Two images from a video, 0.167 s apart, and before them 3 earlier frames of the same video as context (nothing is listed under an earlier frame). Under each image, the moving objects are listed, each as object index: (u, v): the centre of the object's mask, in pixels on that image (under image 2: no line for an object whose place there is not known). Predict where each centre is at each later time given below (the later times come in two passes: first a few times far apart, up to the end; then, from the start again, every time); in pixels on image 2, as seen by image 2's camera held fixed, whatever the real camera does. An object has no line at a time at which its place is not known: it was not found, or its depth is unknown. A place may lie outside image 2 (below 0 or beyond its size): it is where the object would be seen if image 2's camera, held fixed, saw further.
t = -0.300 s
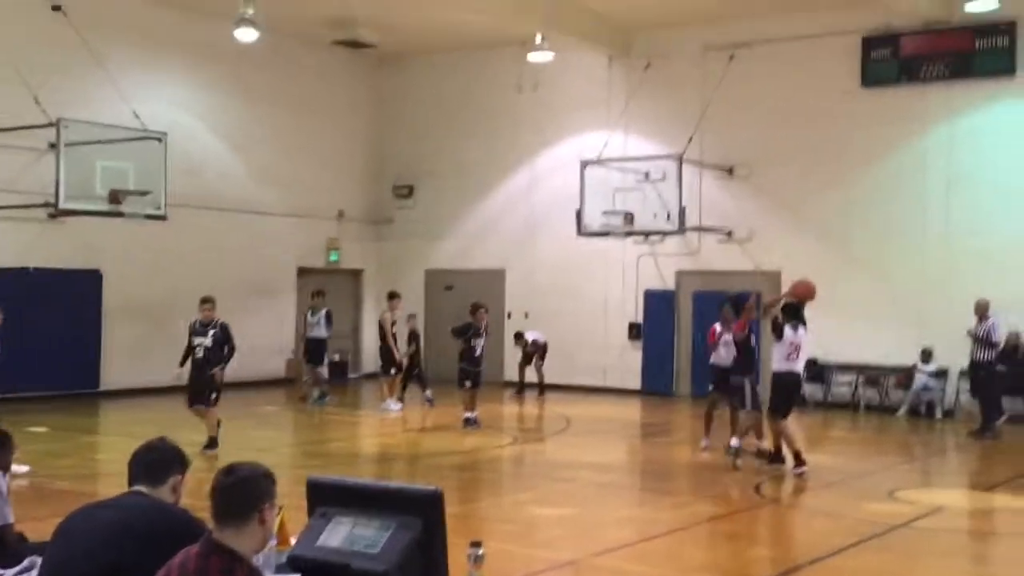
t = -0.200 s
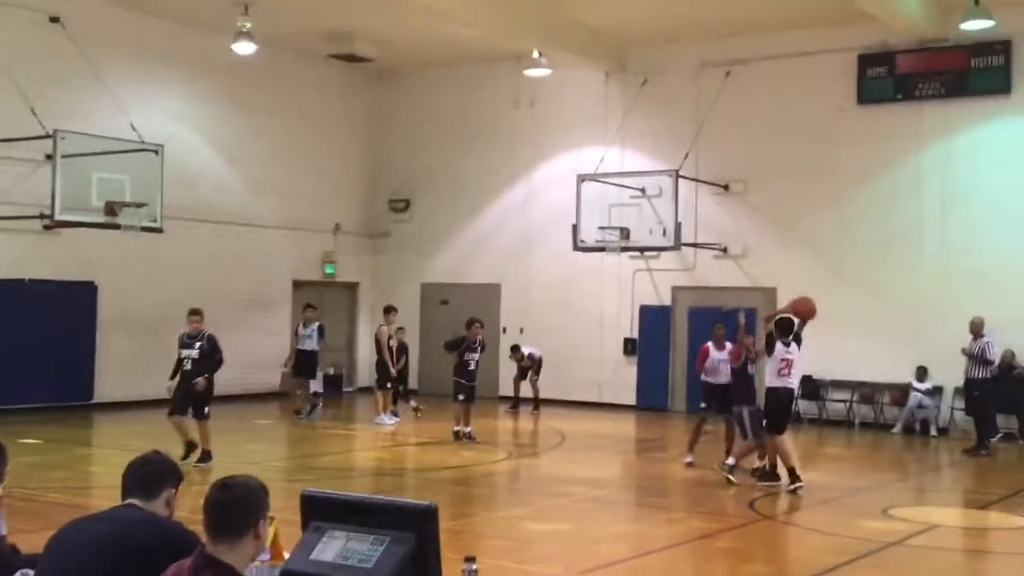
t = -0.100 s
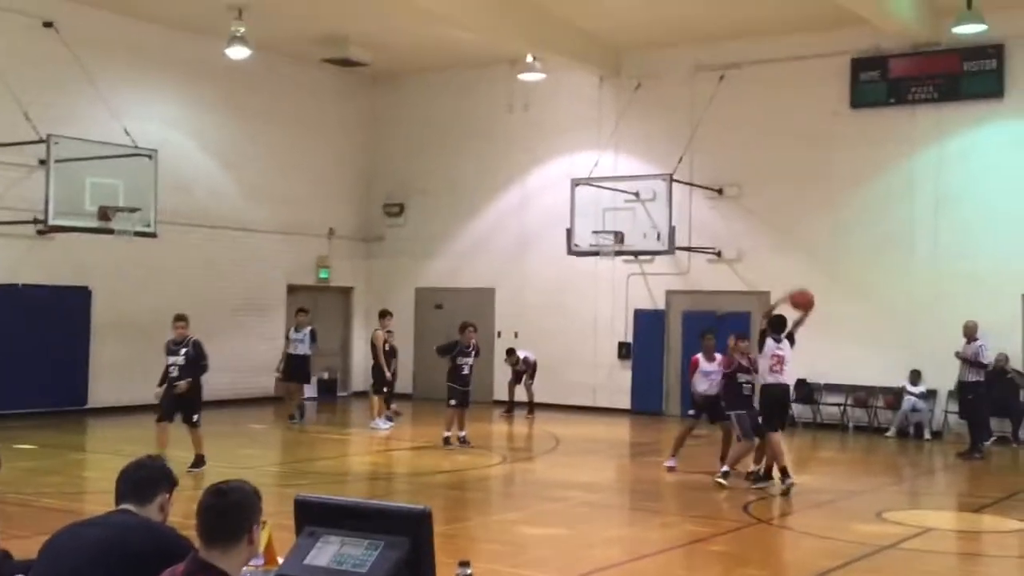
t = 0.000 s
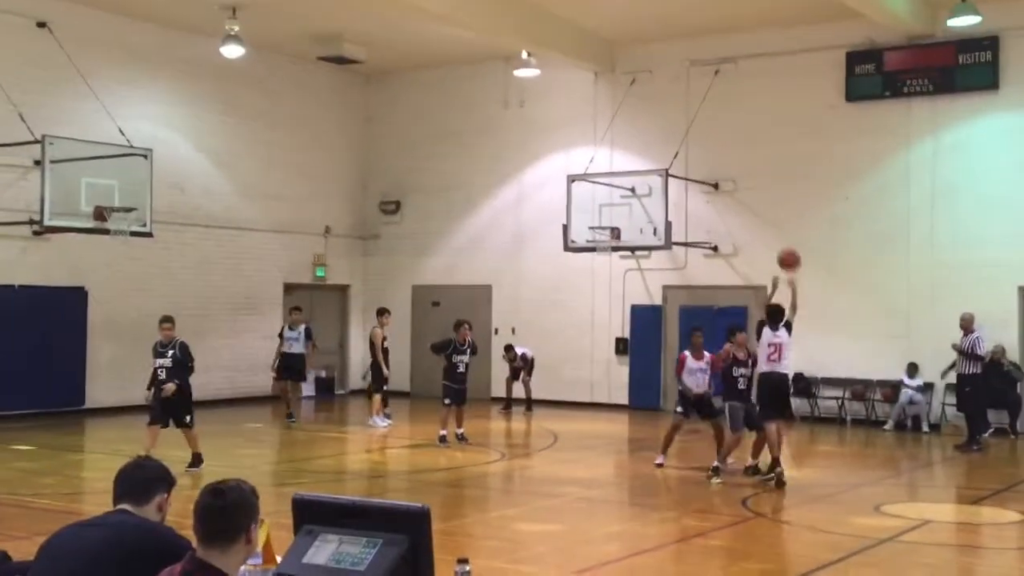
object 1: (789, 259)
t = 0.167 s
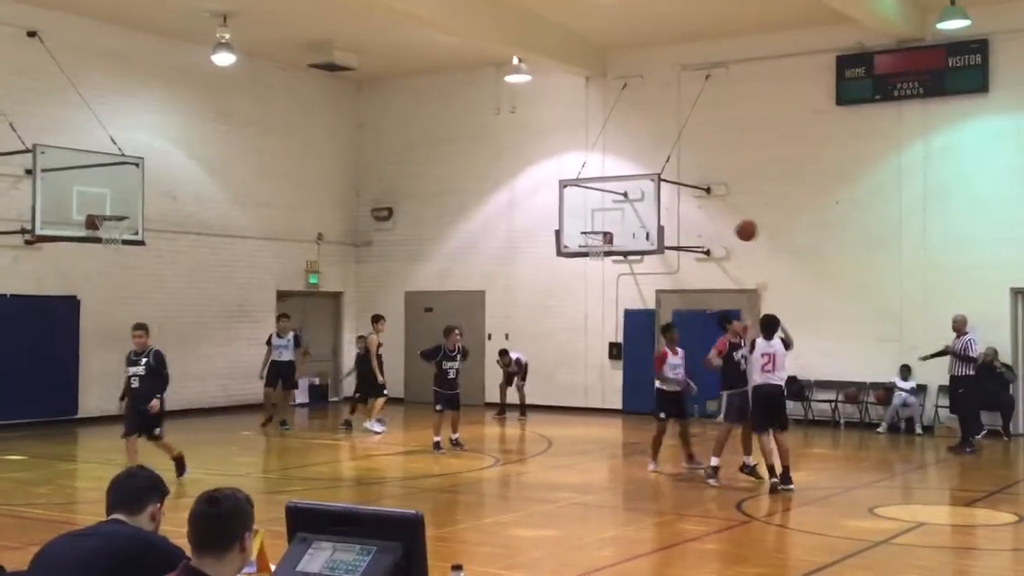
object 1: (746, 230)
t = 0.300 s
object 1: (722, 224)
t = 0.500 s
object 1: (690, 239)
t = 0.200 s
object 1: (740, 227)
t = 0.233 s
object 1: (734, 225)
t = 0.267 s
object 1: (728, 224)
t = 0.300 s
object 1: (722, 224)
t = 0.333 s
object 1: (716, 224)
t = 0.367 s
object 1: (711, 226)
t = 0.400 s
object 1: (705, 228)
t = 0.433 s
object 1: (700, 232)
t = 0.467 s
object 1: (695, 235)
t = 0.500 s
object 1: (690, 239)
